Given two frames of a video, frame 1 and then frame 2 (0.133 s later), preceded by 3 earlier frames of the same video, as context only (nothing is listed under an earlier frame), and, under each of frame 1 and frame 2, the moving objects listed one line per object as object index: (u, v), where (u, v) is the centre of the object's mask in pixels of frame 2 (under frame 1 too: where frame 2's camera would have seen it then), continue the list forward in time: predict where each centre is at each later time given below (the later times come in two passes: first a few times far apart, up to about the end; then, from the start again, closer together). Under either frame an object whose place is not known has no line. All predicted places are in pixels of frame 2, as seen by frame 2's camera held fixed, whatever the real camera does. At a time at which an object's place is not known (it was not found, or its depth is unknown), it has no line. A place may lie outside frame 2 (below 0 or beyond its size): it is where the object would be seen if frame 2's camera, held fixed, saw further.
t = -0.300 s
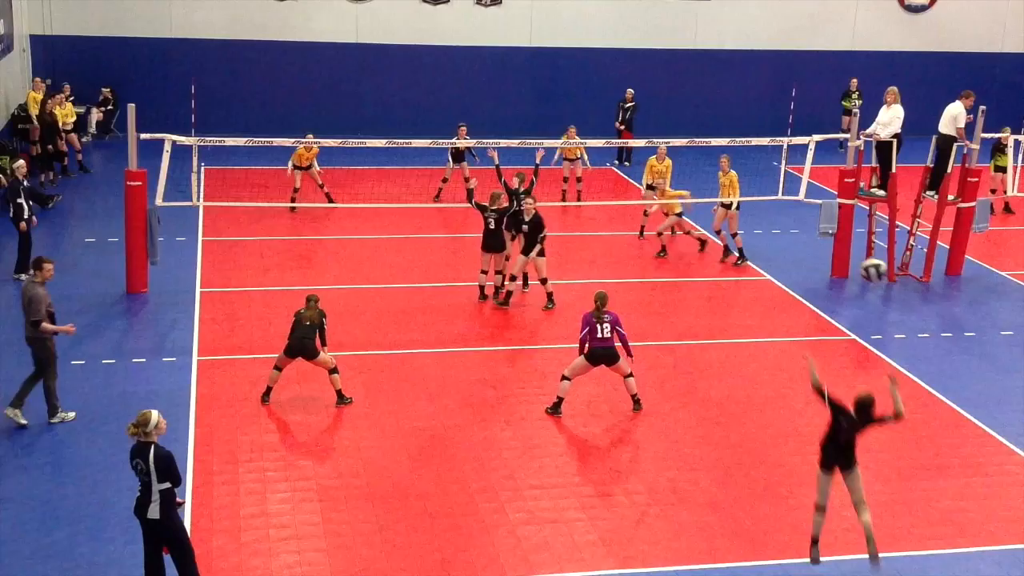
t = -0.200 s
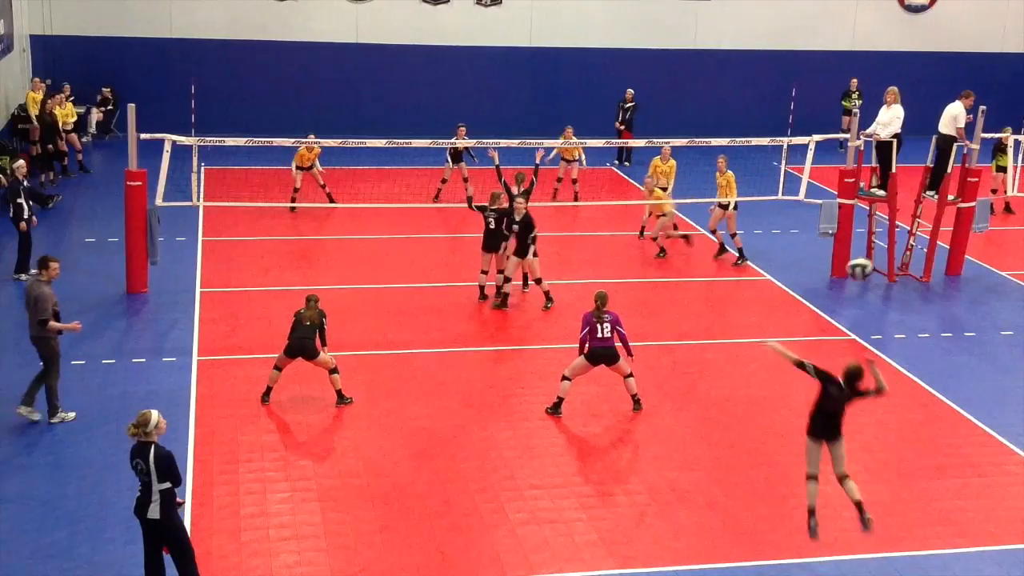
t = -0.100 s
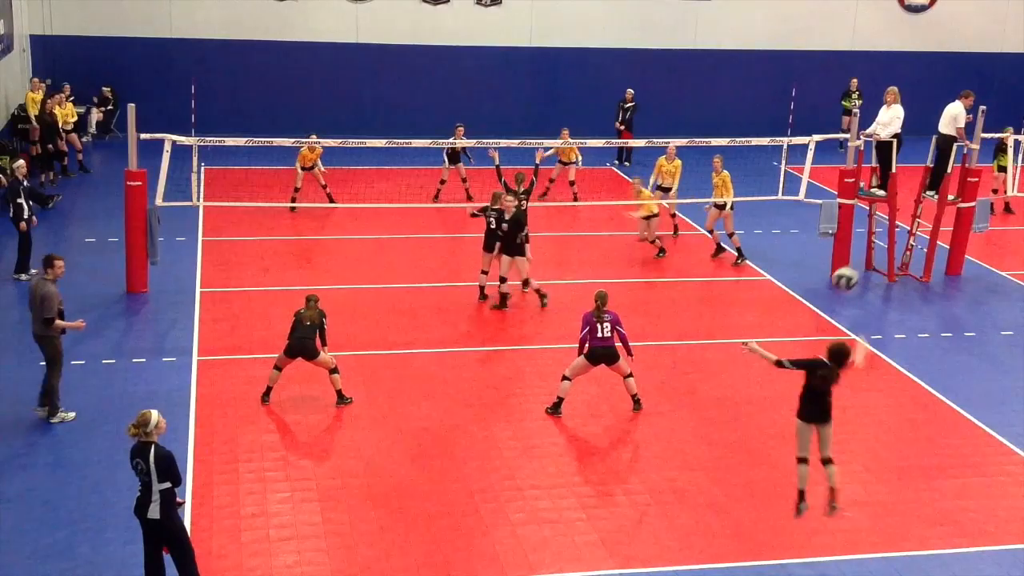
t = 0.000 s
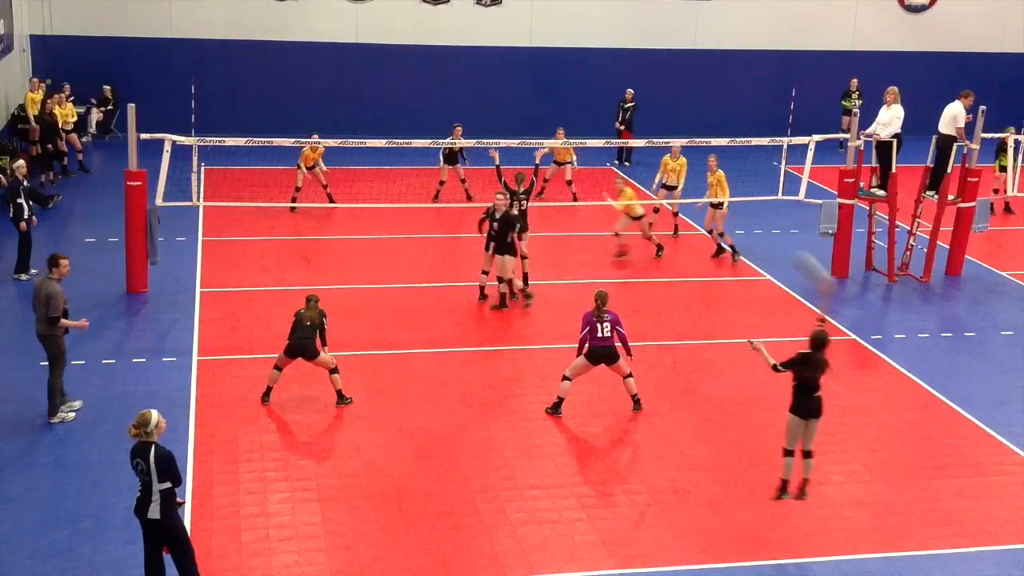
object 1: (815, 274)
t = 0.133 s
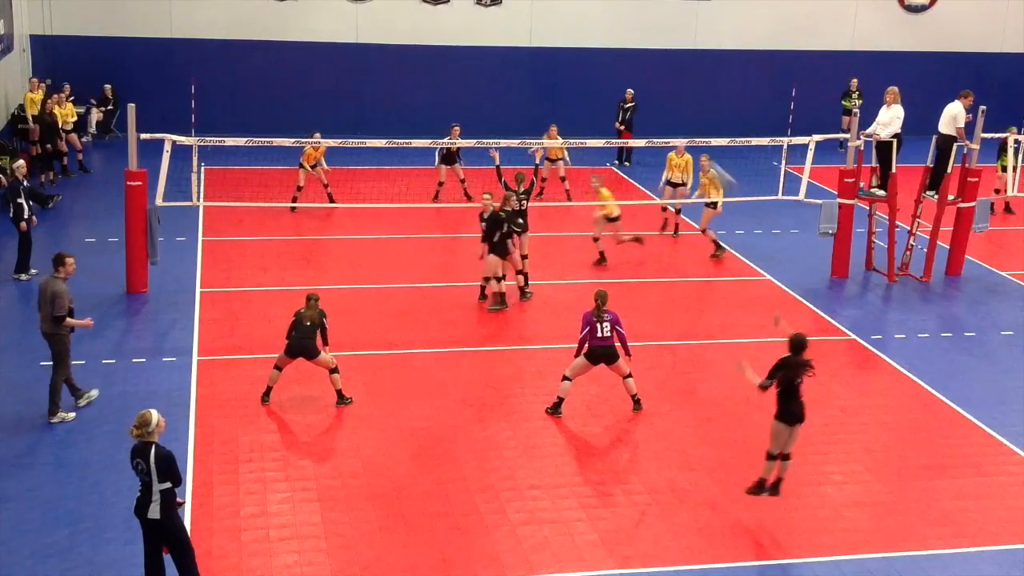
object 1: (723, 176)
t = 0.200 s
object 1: (673, 136)
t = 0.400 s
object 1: (573, 79)
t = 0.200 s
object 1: (673, 136)
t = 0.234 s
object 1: (657, 126)
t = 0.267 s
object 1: (641, 116)
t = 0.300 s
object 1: (621, 103)
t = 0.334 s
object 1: (604, 94)
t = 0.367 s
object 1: (588, 86)
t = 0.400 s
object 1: (573, 79)
